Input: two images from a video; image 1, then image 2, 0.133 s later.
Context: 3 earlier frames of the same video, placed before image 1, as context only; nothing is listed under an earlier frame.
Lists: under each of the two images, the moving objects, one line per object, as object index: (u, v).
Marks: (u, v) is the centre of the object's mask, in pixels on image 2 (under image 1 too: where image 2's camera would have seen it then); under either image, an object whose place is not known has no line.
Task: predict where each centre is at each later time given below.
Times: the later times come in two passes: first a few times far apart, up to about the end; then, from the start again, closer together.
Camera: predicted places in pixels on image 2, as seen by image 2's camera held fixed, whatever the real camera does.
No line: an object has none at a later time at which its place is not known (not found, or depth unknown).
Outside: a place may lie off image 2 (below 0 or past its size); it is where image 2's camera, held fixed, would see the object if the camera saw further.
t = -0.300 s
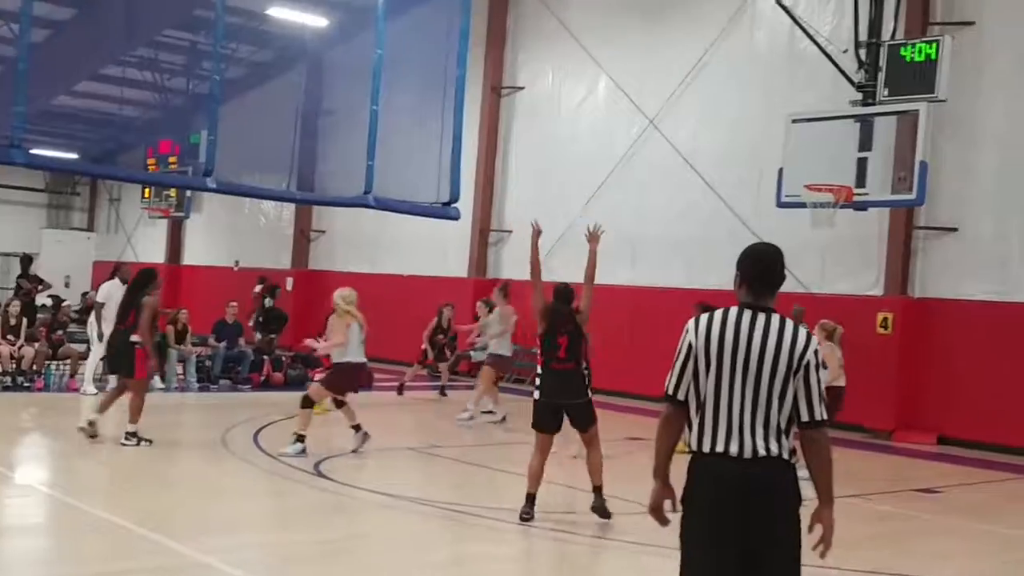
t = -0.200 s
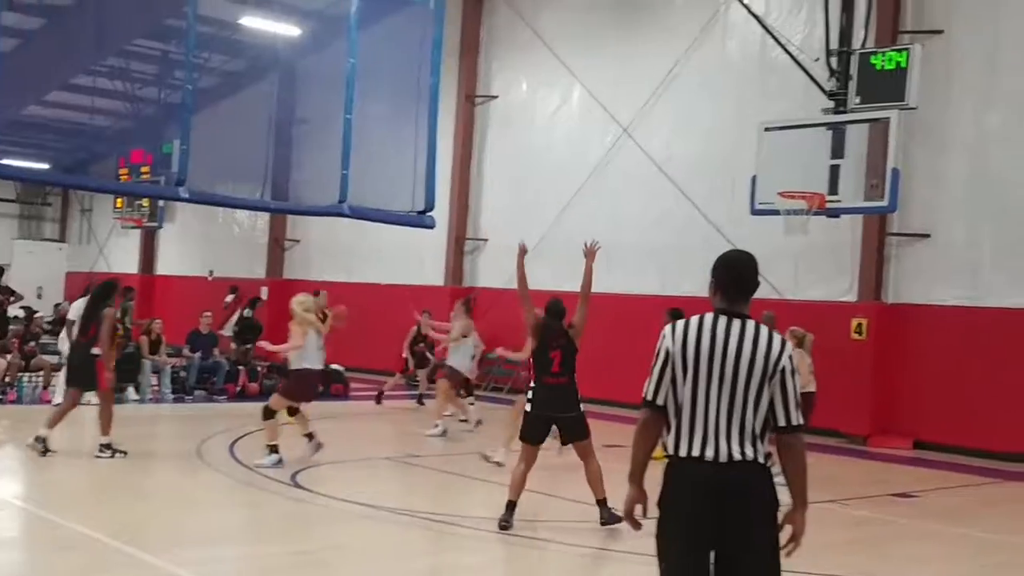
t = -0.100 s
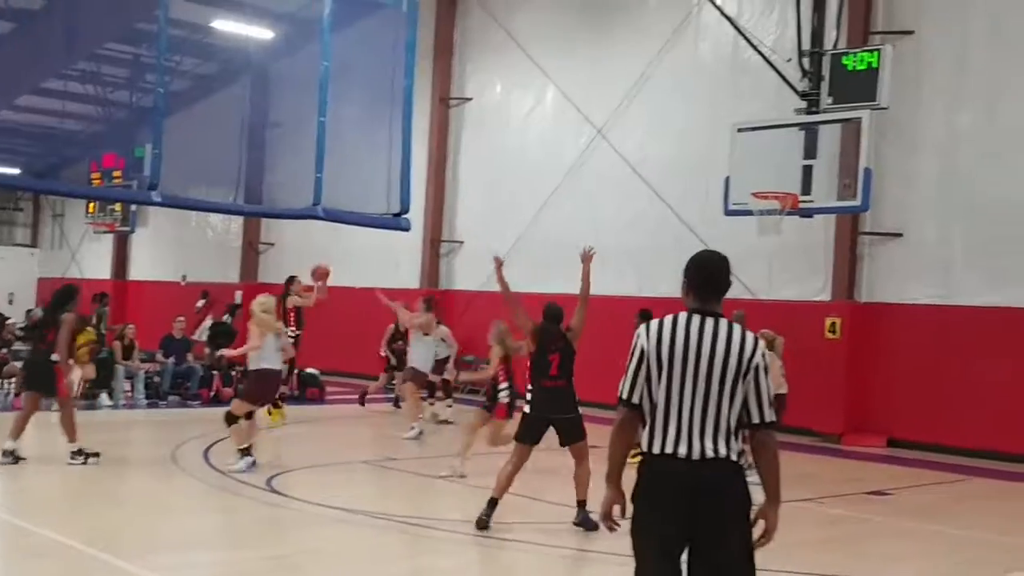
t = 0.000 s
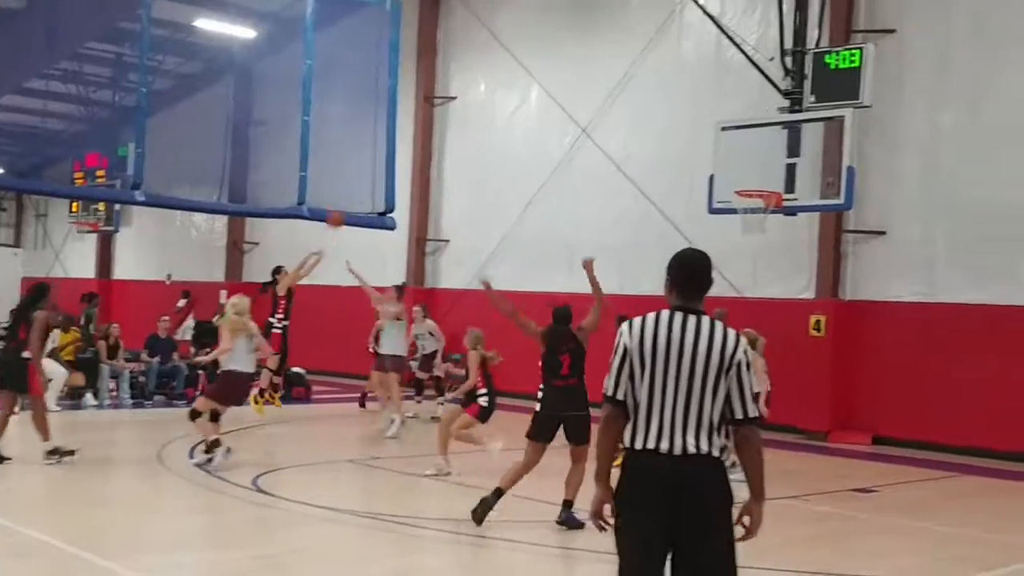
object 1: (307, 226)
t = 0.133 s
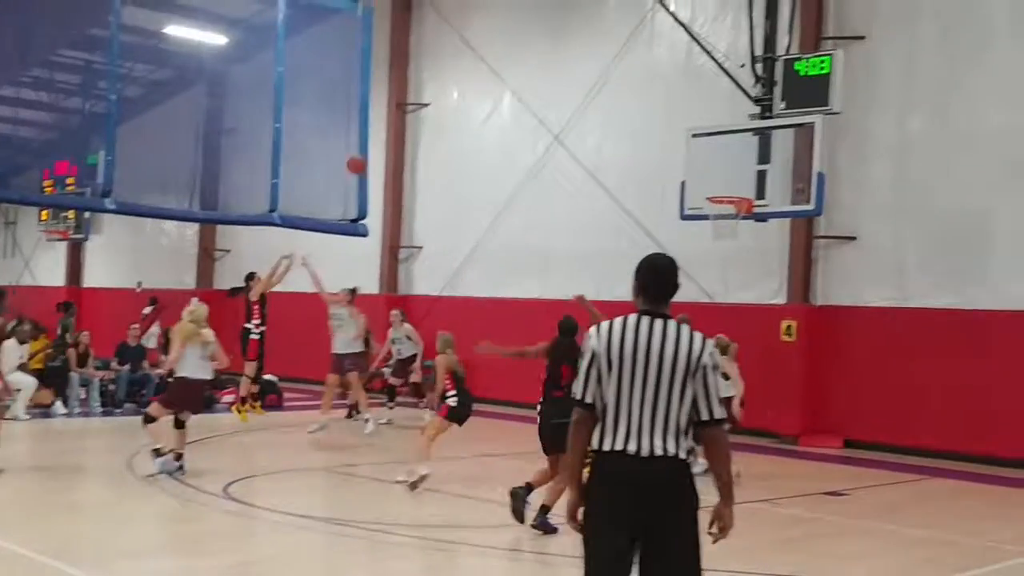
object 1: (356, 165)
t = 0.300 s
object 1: (415, 108)
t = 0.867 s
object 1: (610, 68)
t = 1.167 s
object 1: (713, 152)
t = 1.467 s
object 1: (726, 149)
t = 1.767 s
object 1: (699, 152)
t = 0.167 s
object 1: (371, 151)
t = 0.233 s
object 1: (390, 128)
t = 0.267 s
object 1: (404, 115)
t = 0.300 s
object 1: (415, 108)
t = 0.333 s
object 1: (427, 98)
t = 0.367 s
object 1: (439, 89)
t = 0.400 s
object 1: (451, 81)
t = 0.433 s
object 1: (463, 75)
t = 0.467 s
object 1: (474, 69)
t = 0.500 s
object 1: (486, 64)
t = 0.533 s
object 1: (497, 59)
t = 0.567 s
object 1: (508, 56)
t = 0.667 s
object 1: (543, 52)
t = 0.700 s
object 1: (554, 53)
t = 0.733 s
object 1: (566, 54)
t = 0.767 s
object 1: (578, 56)
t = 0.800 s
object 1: (589, 58)
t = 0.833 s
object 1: (600, 62)
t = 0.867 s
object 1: (610, 68)
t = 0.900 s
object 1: (623, 73)
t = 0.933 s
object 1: (635, 79)
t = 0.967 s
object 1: (646, 87)
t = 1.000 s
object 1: (657, 95)
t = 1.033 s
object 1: (669, 105)
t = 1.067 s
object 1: (680, 115)
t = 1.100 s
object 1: (691, 127)
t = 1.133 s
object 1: (702, 139)
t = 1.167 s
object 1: (713, 152)
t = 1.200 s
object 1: (725, 166)
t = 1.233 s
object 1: (736, 181)
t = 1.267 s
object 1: (740, 188)
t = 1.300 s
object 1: (738, 180)
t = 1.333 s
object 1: (736, 172)
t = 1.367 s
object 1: (733, 165)
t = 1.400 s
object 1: (731, 159)
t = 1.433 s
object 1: (729, 153)
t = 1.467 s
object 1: (726, 149)
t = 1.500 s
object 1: (724, 145)
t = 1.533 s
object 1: (721, 142)
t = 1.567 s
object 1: (718, 142)
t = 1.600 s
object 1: (715, 141)
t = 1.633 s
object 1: (712, 141)
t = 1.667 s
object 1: (709, 142)
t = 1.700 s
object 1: (706, 144)
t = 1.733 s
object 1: (703, 147)
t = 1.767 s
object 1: (699, 152)
